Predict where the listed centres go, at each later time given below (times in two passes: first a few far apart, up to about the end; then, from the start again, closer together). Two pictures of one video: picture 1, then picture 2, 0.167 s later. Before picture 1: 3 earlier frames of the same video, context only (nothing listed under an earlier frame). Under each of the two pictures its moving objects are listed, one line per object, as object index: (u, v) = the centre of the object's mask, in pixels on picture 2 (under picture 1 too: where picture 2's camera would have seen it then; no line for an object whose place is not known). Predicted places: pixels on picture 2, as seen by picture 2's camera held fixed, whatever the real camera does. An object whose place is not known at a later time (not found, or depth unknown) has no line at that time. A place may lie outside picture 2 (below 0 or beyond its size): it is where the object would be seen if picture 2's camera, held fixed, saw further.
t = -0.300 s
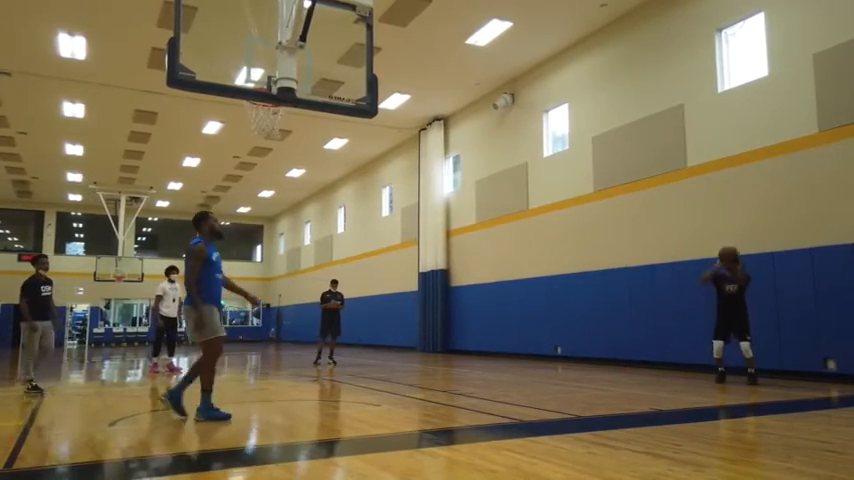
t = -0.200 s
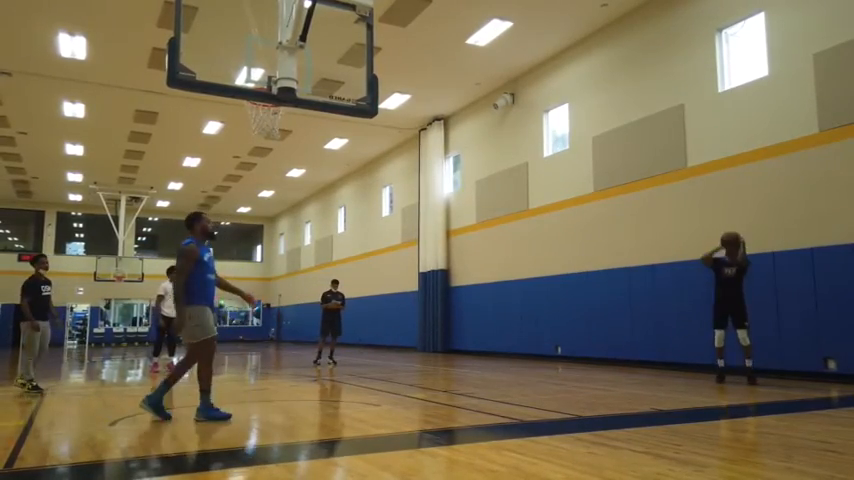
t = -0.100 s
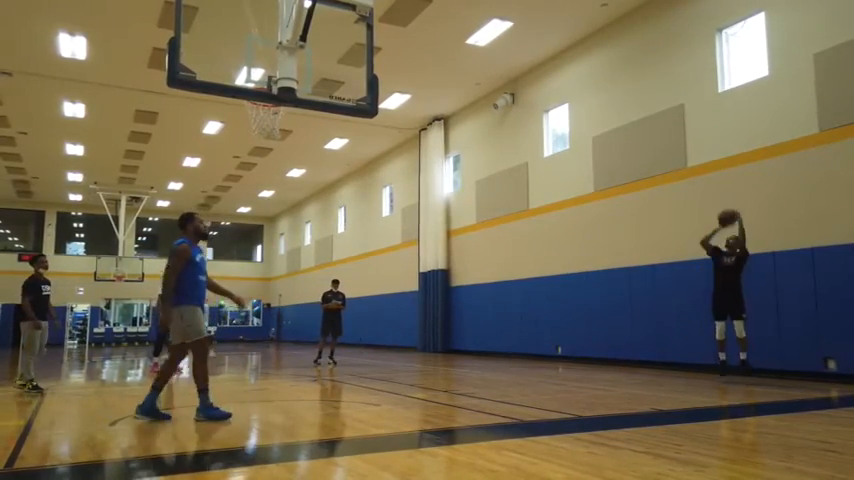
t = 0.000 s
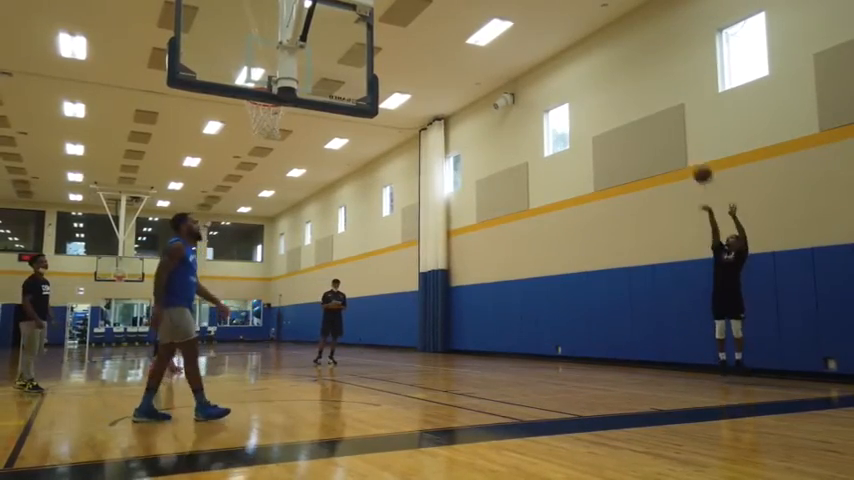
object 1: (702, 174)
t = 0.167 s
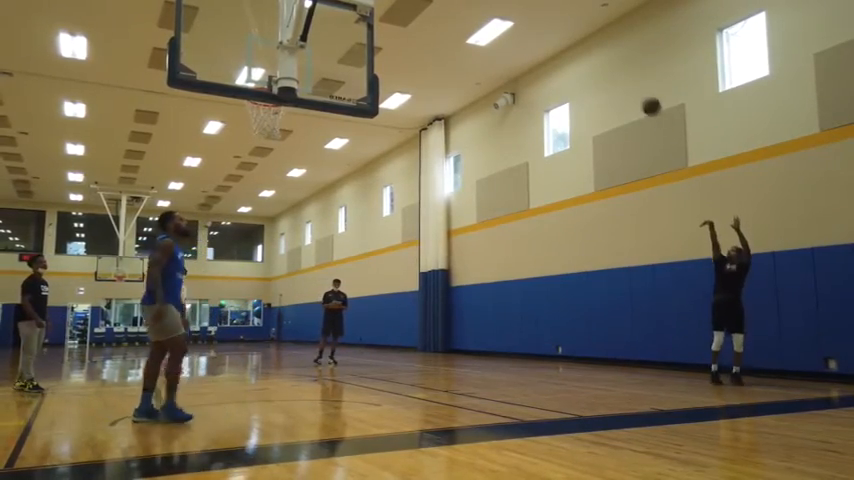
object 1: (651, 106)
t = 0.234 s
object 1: (630, 83)
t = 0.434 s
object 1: (564, 30)
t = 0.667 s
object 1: (480, 5)
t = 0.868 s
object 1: (400, 10)
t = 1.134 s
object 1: (272, 74)
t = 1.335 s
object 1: (281, 177)
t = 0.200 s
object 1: (641, 95)
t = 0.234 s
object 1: (630, 83)
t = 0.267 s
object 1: (619, 73)
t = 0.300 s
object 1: (608, 63)
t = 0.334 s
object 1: (598, 54)
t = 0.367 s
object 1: (586, 45)
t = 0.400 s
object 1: (576, 38)
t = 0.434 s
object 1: (564, 30)
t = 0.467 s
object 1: (552, 24)
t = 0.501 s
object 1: (541, 18)
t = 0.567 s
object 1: (517, 9)
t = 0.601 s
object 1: (505, 7)
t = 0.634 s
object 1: (492, 6)
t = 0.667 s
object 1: (480, 5)
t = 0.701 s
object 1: (467, 5)
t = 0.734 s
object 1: (454, 5)
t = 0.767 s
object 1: (441, 5)
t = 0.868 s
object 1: (400, 10)
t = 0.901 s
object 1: (385, 14)
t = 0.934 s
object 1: (377, 20)
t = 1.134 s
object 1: (272, 74)
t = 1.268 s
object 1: (272, 143)
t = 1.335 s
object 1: (281, 177)
